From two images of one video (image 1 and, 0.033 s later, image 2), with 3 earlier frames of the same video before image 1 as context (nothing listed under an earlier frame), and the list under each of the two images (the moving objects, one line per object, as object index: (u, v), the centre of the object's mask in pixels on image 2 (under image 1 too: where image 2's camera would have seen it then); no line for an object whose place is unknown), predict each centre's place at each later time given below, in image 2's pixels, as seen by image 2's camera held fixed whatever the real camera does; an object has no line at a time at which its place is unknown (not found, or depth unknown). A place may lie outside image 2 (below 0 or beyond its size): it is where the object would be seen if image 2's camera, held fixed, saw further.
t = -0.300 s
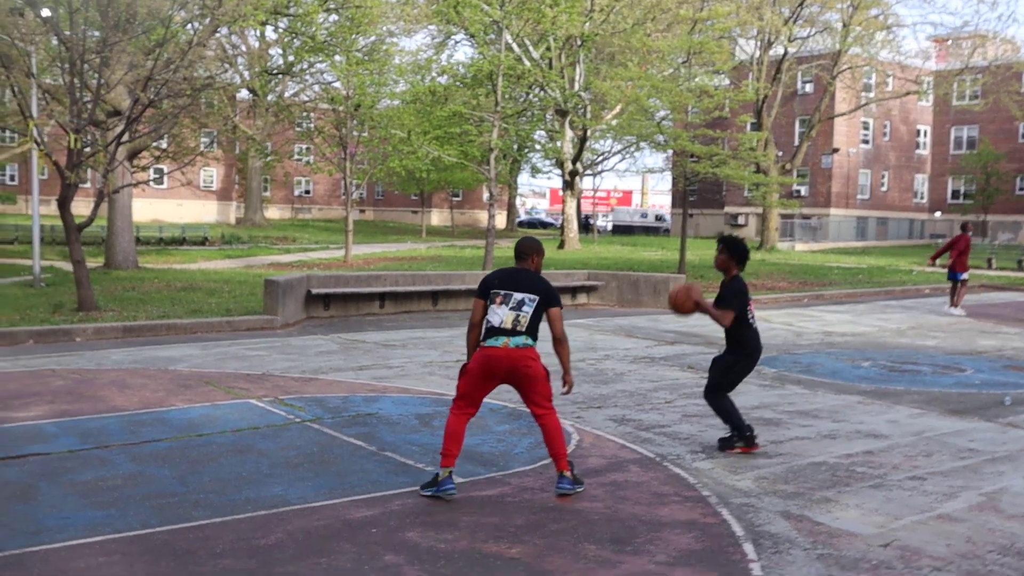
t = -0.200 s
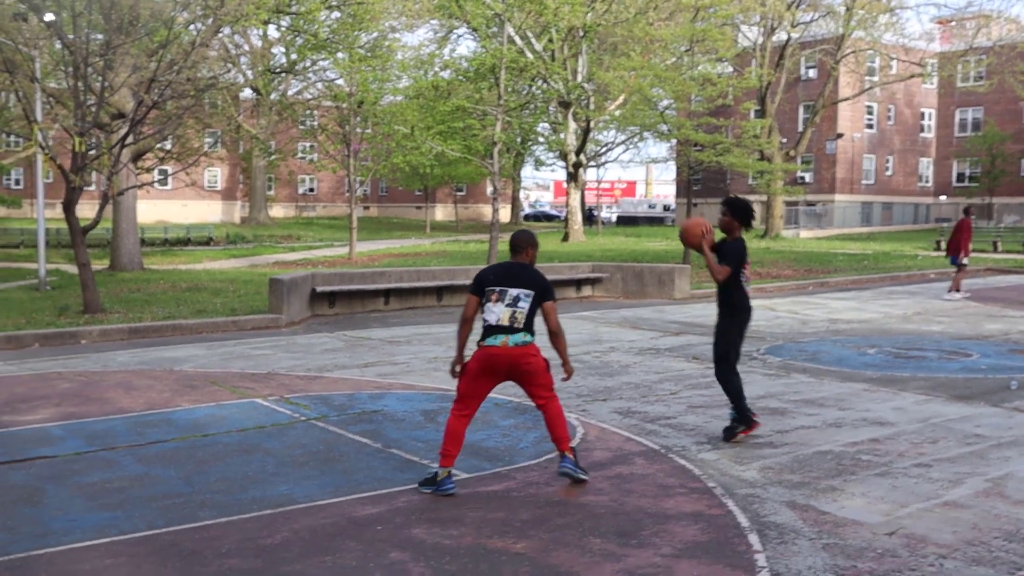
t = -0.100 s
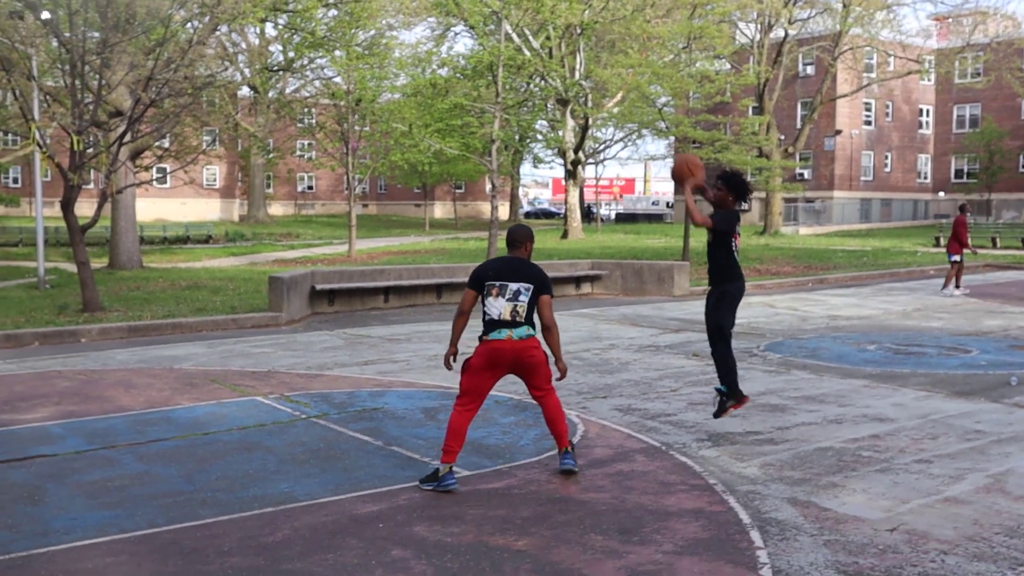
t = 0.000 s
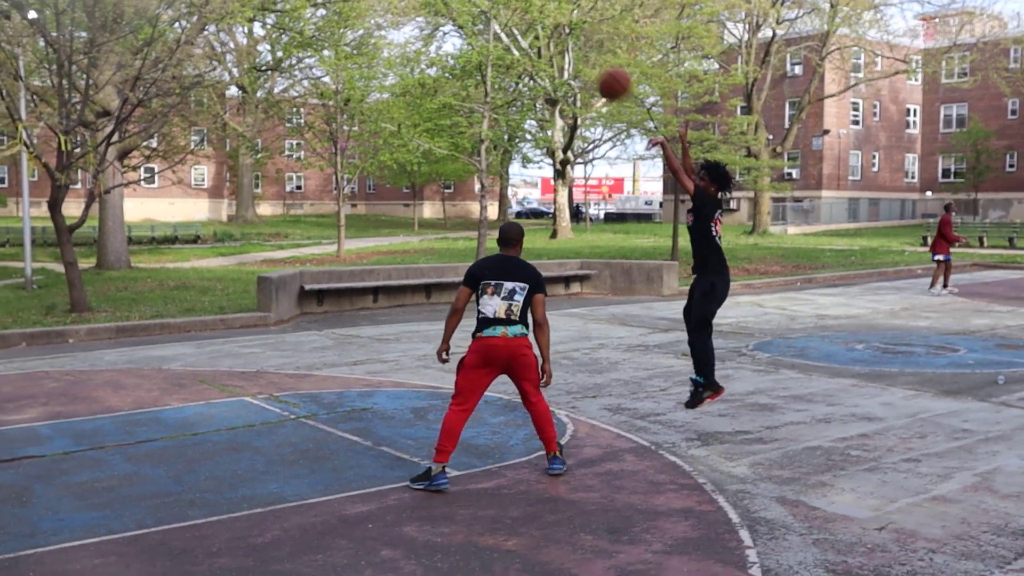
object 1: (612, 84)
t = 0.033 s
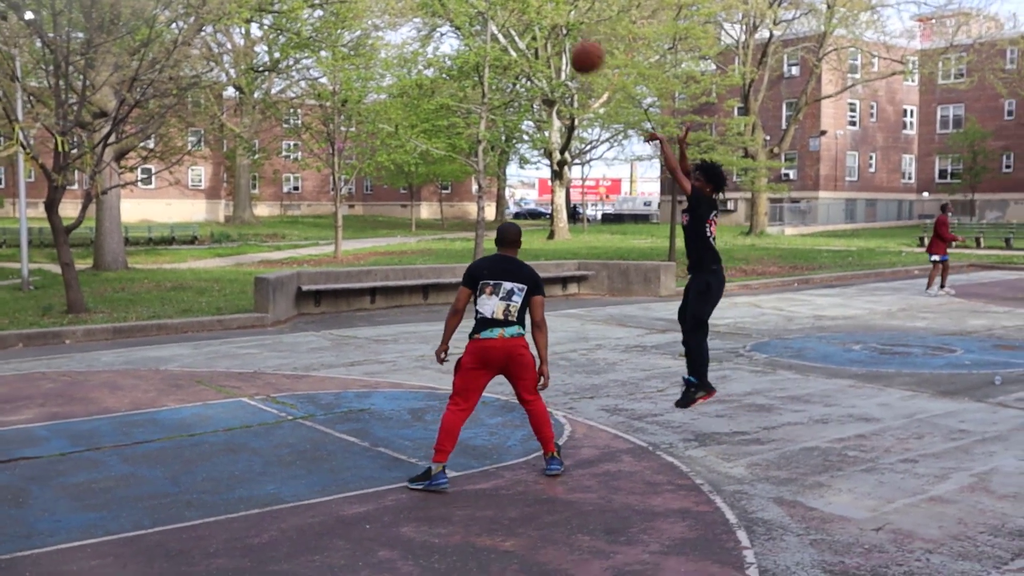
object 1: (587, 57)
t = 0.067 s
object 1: (562, 31)
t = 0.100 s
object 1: (536, 8)
